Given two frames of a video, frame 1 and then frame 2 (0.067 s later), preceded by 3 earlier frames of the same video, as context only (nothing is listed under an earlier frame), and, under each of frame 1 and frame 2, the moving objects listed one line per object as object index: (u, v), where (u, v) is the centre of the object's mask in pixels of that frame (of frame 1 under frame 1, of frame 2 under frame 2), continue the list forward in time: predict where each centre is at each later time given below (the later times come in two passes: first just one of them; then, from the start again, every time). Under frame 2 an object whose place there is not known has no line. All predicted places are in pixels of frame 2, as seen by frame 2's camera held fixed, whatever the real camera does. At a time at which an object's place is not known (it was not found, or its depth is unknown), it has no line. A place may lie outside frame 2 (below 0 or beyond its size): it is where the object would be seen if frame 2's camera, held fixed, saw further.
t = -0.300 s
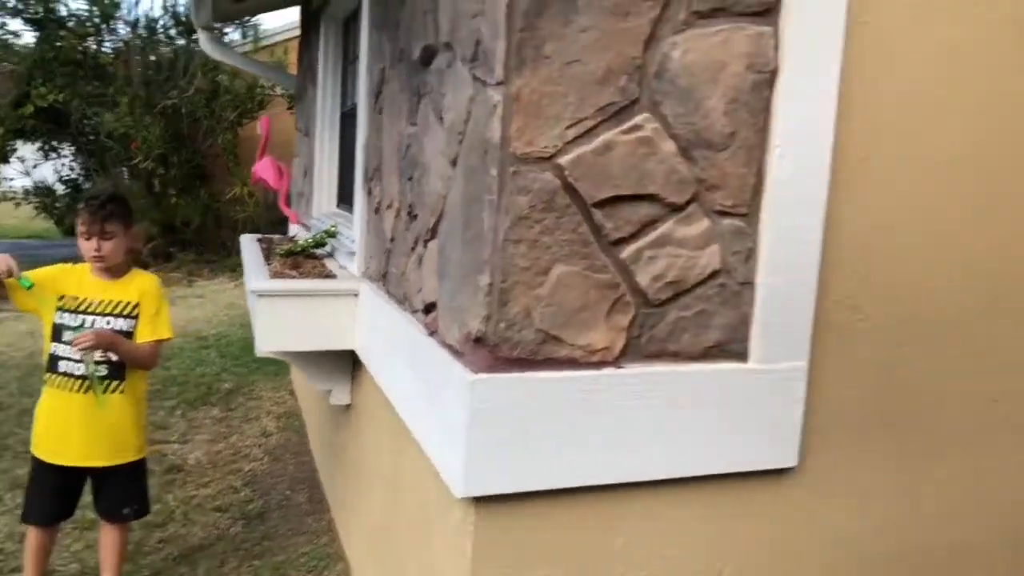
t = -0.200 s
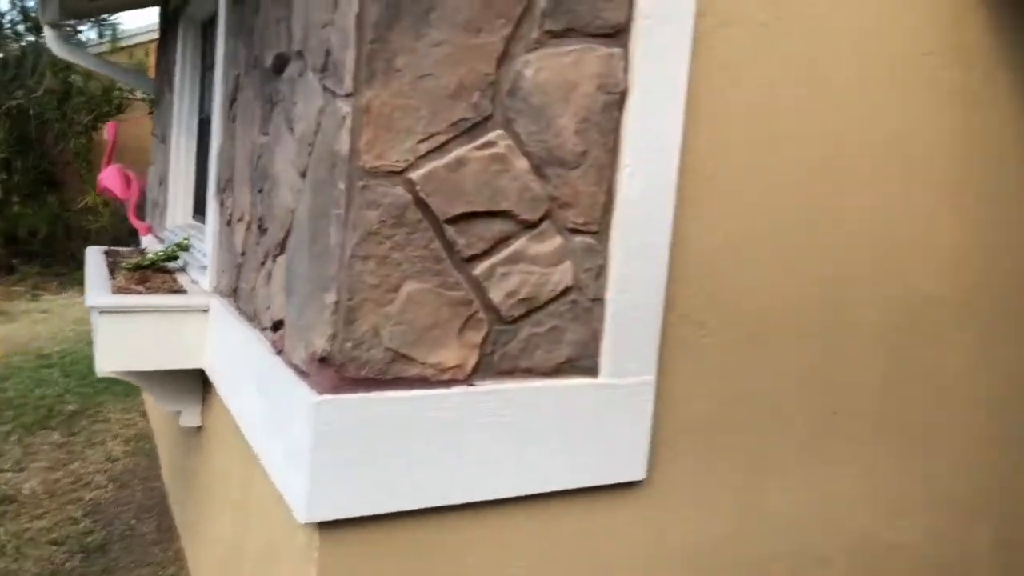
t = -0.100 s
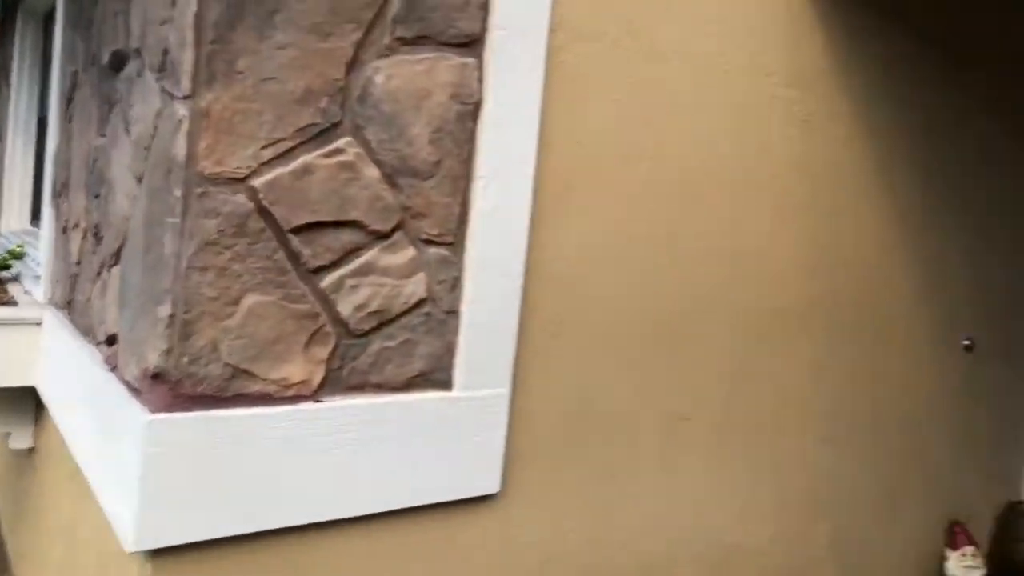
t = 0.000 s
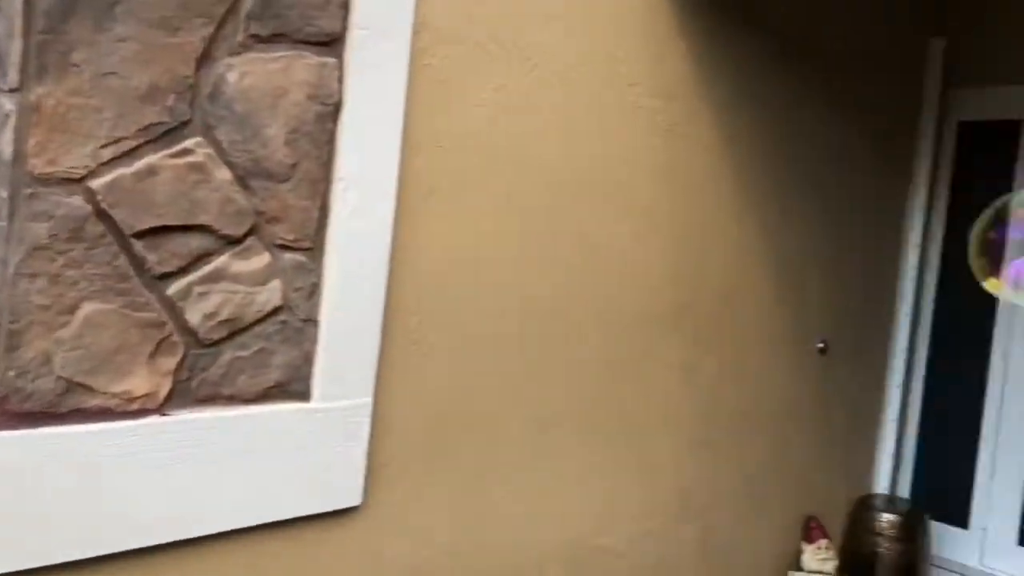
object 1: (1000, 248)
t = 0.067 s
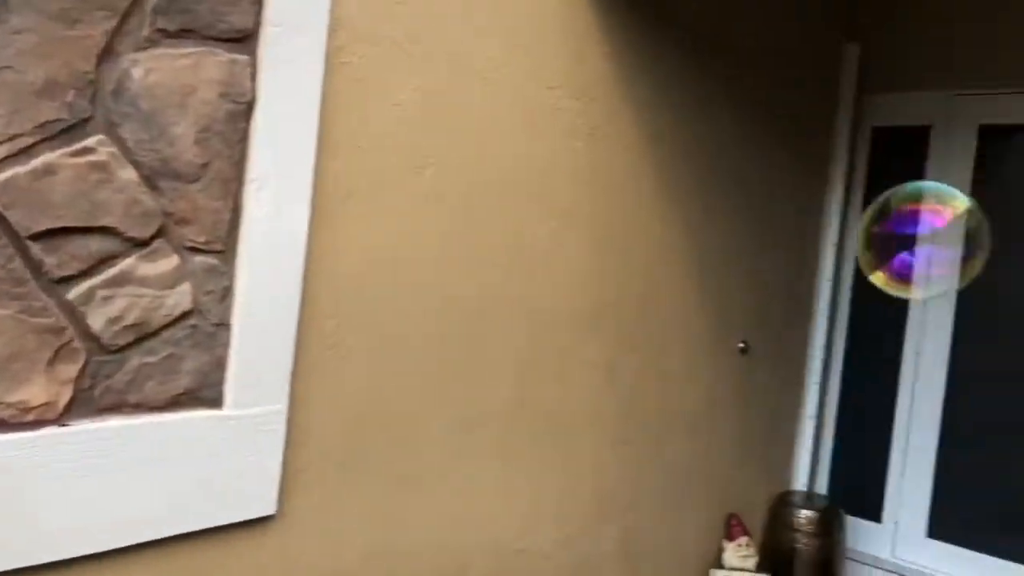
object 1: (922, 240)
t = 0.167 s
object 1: (880, 227)
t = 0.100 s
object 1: (907, 236)
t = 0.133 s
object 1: (894, 232)
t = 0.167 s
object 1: (880, 227)
